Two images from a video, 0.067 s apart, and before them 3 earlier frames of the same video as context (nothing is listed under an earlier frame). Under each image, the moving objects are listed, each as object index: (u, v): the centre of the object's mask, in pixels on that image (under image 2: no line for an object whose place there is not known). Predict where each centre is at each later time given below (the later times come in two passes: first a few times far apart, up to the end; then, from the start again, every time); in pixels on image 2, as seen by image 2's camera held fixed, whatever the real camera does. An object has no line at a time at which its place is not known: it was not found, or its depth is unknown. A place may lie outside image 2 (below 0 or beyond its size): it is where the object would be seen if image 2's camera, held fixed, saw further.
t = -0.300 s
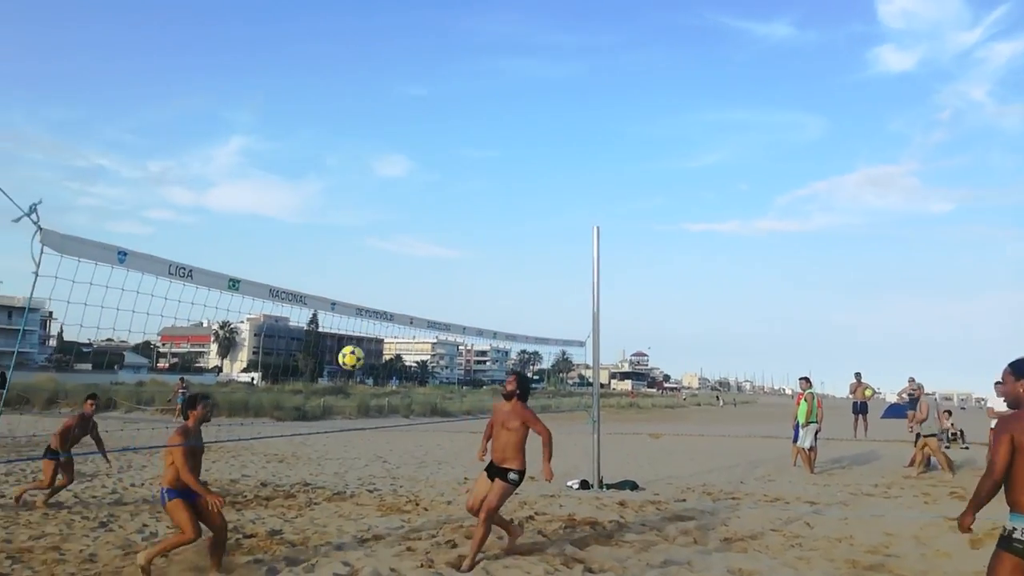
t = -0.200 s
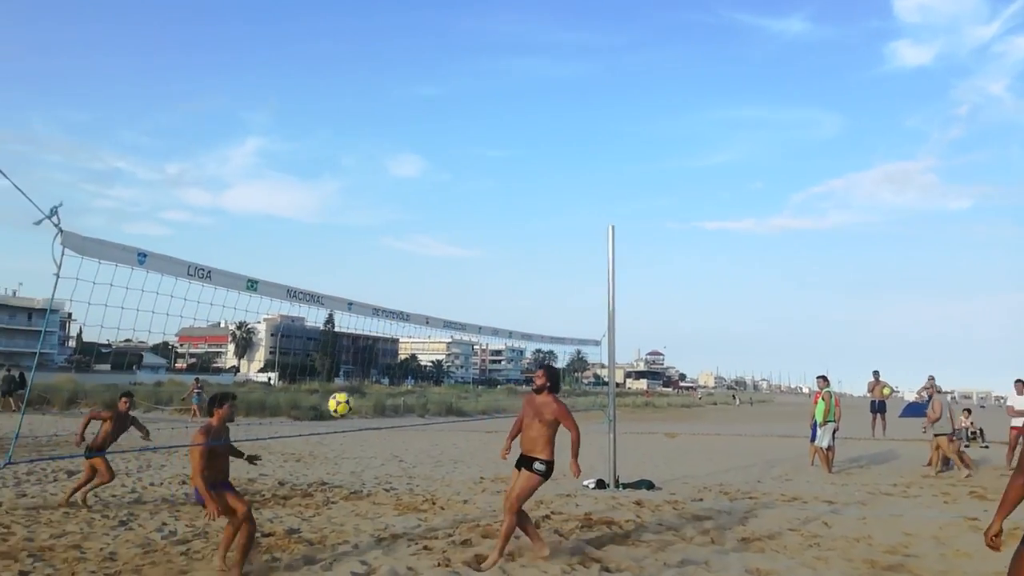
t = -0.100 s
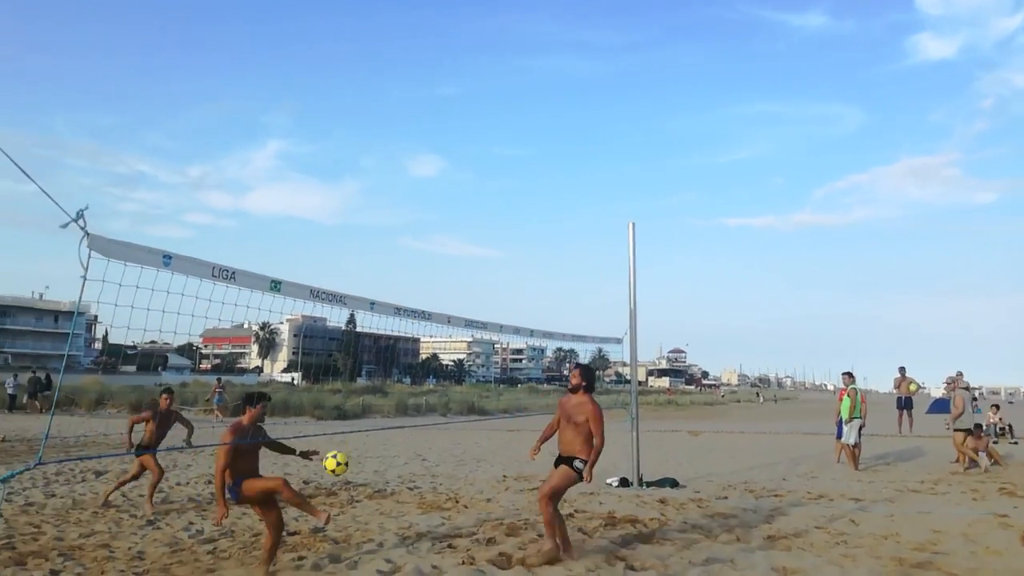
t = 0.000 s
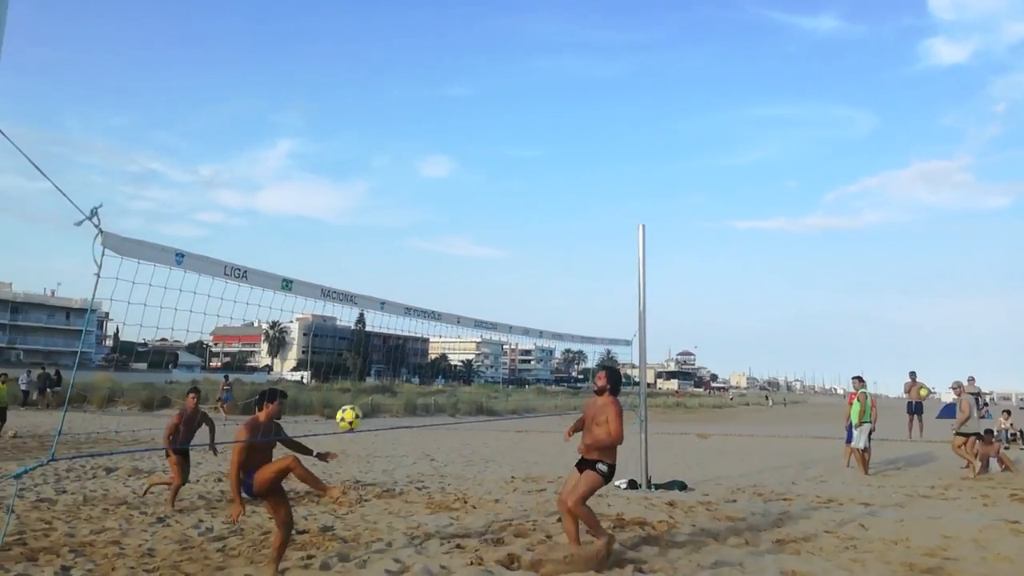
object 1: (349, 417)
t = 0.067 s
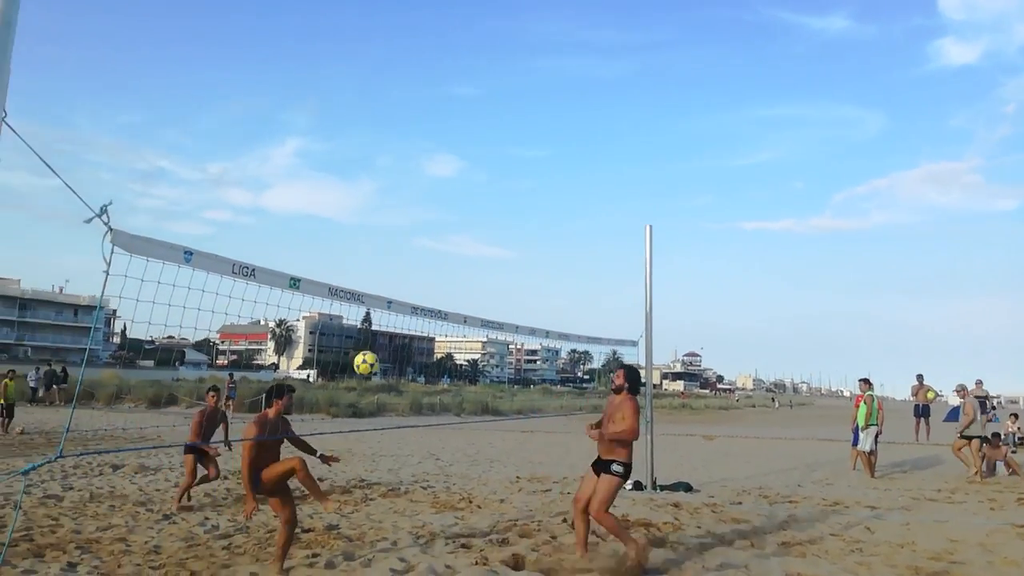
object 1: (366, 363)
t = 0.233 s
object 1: (389, 264)
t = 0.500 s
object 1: (414, 182)
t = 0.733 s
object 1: (428, 171)
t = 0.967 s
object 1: (441, 206)
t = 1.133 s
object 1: (447, 257)
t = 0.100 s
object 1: (371, 340)
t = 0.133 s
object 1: (375, 319)
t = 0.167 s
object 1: (382, 291)
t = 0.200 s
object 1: (385, 280)
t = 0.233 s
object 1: (389, 264)
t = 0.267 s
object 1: (393, 248)
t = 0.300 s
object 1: (396, 235)
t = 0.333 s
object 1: (399, 223)
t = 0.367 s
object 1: (402, 213)
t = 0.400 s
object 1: (405, 203)
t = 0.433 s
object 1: (408, 195)
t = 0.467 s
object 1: (411, 188)
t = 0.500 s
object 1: (414, 182)
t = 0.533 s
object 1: (417, 177)
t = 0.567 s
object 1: (419, 174)
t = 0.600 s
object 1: (420, 172)
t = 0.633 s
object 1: (421, 170)
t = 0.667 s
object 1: (424, 169)
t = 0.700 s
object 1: (426, 170)
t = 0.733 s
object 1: (428, 171)
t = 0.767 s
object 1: (430, 173)
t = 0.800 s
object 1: (432, 177)
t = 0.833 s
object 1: (435, 181)
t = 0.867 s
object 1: (437, 186)
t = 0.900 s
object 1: (438, 192)
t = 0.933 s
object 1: (440, 199)
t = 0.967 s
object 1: (441, 206)
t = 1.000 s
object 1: (441, 215)
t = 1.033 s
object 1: (443, 224)
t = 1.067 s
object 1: (444, 234)
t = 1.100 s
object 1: (446, 245)
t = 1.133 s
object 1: (447, 257)
